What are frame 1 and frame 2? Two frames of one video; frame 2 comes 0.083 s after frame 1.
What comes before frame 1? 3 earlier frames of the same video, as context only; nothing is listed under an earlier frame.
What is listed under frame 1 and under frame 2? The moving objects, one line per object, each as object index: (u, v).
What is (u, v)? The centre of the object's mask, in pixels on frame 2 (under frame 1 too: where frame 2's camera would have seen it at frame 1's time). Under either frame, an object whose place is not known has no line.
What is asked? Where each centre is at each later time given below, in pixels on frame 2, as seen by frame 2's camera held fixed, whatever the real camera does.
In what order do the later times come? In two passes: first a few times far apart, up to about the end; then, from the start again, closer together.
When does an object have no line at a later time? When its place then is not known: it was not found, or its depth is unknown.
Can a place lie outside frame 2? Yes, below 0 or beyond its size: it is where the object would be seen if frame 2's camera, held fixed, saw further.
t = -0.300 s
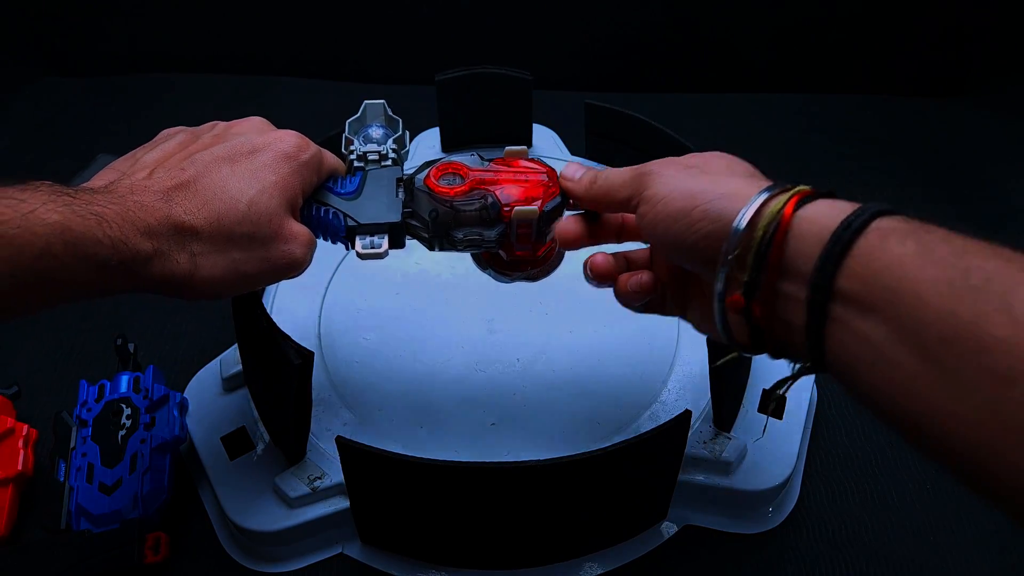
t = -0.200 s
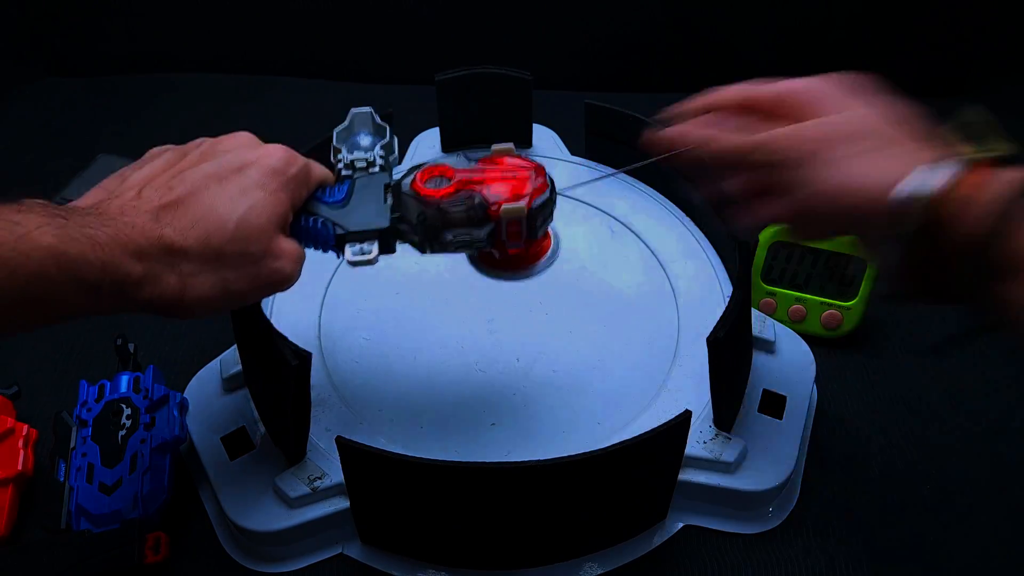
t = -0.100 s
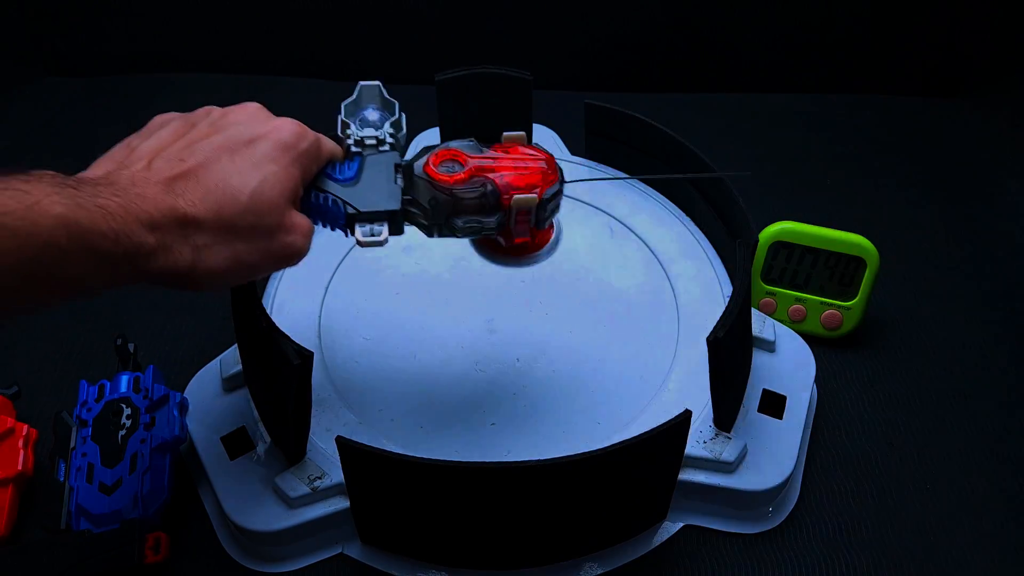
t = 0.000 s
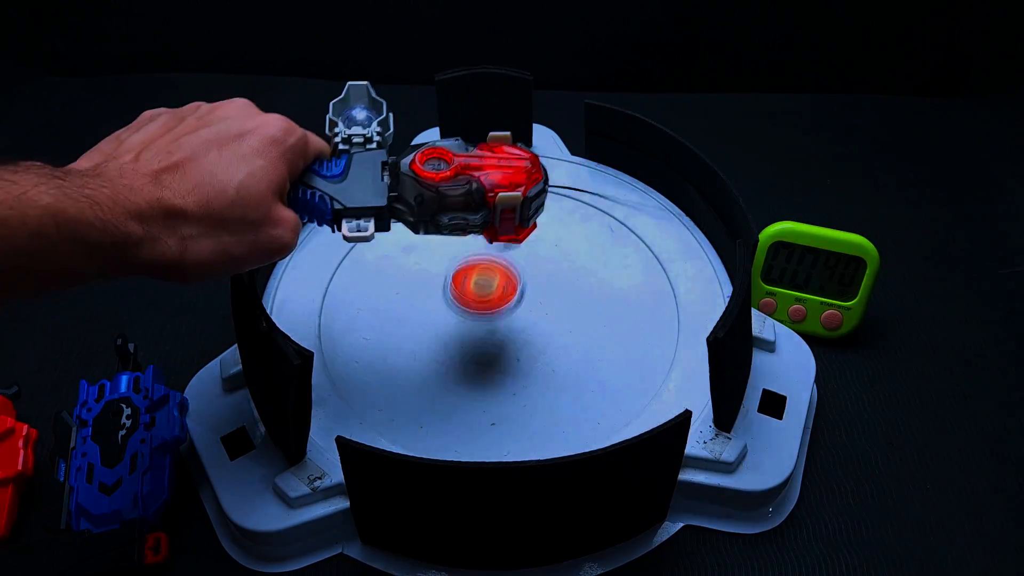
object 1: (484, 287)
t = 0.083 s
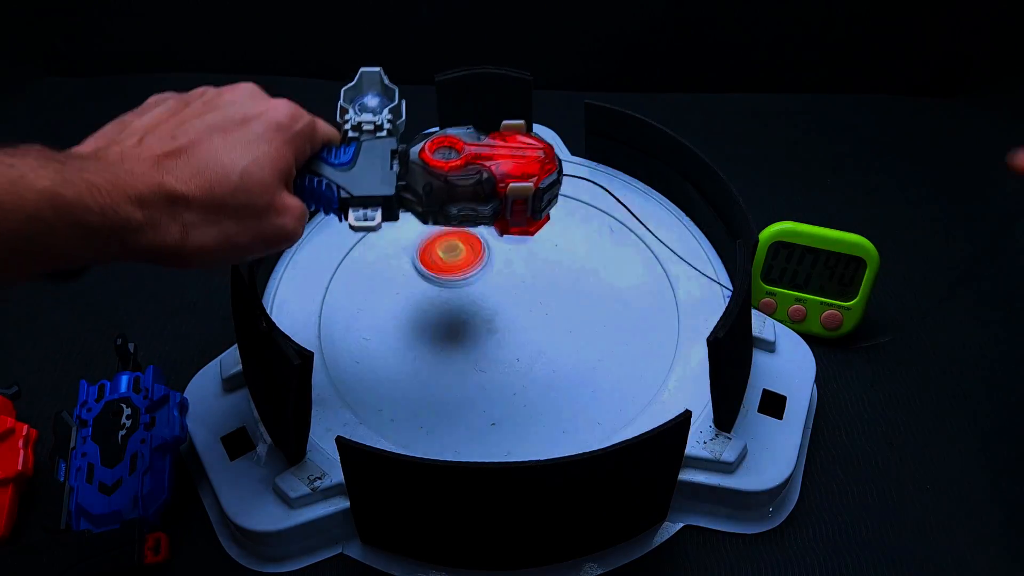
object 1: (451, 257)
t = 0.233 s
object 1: (417, 232)
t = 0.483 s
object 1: (465, 311)
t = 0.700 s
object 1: (533, 350)
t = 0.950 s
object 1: (538, 273)
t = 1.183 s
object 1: (449, 258)
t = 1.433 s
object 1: (445, 355)
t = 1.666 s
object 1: (587, 343)
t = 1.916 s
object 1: (508, 274)
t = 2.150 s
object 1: (405, 274)
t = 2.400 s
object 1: (490, 360)
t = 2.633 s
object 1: (605, 294)
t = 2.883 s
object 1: (491, 247)
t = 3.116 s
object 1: (414, 317)
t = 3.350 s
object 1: (528, 356)
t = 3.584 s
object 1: (554, 279)
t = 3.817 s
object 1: (459, 264)
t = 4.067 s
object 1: (452, 331)
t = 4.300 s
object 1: (547, 320)
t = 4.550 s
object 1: (513, 264)
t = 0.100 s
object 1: (444, 249)
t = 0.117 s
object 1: (438, 244)
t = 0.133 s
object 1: (433, 241)
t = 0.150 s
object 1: (427, 242)
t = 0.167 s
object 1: (423, 245)
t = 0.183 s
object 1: (420, 240)
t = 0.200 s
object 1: (418, 235)
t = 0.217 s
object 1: (417, 232)
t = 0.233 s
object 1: (417, 232)
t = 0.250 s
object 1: (415, 235)
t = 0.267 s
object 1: (415, 241)
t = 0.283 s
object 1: (415, 245)
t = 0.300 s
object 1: (418, 245)
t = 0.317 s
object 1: (421, 248)
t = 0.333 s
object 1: (423, 253)
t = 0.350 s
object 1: (426, 258)
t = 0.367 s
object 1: (430, 262)
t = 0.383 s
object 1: (434, 270)
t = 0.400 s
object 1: (438, 276)
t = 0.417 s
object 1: (442, 282)
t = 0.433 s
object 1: (447, 289)
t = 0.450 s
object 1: (453, 296)
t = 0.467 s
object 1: (459, 304)
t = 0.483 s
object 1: (465, 311)
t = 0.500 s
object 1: (471, 317)
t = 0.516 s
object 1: (478, 324)
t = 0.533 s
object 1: (485, 330)
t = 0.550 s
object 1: (490, 335)
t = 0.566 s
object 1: (497, 340)
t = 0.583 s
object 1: (502, 342)
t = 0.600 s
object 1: (508, 346)
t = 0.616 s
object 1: (512, 350)
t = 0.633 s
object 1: (516, 348)
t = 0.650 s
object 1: (520, 348)
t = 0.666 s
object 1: (525, 351)
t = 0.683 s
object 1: (528, 352)
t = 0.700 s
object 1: (533, 350)
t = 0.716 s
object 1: (537, 350)
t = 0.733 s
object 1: (541, 345)
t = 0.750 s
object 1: (544, 341)
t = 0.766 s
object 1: (546, 339)
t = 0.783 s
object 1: (549, 335)
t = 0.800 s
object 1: (552, 330)
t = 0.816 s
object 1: (554, 325)
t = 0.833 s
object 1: (555, 318)
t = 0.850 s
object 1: (554, 312)
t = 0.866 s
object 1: (554, 304)
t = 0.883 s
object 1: (552, 298)
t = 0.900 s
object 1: (550, 290)
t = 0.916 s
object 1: (547, 285)
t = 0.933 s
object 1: (543, 279)
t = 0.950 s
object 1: (538, 273)
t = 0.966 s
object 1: (533, 268)
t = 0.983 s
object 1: (526, 264)
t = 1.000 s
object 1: (522, 259)
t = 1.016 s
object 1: (516, 256)
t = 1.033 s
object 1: (510, 253)
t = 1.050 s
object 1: (504, 252)
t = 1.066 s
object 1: (497, 250)
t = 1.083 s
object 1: (490, 248)
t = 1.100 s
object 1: (483, 249)
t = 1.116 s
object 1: (476, 248)
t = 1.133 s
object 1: (469, 250)
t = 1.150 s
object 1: (462, 251)
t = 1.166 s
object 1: (456, 254)
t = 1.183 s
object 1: (449, 258)
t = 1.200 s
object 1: (443, 261)
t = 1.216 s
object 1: (437, 266)
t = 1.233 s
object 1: (431, 271)
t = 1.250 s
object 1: (428, 275)
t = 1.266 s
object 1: (424, 282)
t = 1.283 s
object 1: (422, 288)
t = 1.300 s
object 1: (420, 296)
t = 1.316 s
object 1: (420, 303)
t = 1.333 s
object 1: (420, 310)
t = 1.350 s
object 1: (422, 319)
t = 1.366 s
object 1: (424, 326)
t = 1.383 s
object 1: (428, 333)
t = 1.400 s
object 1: (433, 342)
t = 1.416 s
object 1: (439, 348)
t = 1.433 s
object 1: (445, 355)
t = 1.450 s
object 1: (454, 362)
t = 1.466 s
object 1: (462, 366)
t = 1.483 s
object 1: (473, 370)
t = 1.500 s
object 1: (484, 374)
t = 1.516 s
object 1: (495, 374)
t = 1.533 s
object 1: (506, 376)
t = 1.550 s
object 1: (518, 377)
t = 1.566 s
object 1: (530, 375)
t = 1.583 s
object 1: (542, 371)
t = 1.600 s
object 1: (553, 369)
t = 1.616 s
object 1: (564, 361)
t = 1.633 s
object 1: (574, 356)
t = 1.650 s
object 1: (582, 352)
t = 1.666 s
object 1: (587, 343)
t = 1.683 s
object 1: (590, 336)
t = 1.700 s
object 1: (594, 332)
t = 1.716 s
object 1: (597, 328)
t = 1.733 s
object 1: (596, 320)
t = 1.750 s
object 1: (595, 316)
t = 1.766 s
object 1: (592, 313)
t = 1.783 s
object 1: (585, 304)
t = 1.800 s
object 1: (578, 299)
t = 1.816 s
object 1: (570, 296)
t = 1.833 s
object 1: (563, 292)
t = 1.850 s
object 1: (552, 286)
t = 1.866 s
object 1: (541, 284)
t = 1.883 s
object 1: (531, 281)
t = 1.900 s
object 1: (518, 278)
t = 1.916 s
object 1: (508, 274)
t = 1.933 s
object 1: (498, 271)
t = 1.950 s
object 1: (487, 267)
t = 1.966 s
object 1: (475, 265)
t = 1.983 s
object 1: (466, 263)
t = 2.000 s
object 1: (457, 261)
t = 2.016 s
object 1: (448, 260)
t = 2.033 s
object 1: (440, 259)
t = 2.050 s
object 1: (433, 260)
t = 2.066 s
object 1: (426, 261)
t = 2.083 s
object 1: (420, 262)
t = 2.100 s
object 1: (415, 264)
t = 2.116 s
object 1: (410, 267)
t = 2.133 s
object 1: (407, 271)
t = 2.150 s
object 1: (405, 274)
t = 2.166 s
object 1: (403, 281)
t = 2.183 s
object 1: (402, 285)
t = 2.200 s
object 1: (402, 292)
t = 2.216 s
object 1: (403, 299)
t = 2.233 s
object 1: (405, 306)
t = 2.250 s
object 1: (409, 313)
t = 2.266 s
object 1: (412, 322)
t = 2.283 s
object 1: (418, 328)
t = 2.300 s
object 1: (424, 336)
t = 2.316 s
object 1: (432, 341)
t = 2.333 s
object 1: (442, 347)
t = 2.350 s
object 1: (451, 352)
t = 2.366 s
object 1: (463, 355)
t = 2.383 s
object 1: (477, 359)
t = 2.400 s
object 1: (490, 360)
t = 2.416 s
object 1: (503, 362)
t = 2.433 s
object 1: (516, 361)
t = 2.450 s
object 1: (531, 361)
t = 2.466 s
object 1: (544, 358)
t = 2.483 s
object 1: (556, 354)
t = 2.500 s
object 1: (567, 350)
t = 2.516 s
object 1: (577, 344)
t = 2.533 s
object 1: (586, 338)
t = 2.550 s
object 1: (593, 330)
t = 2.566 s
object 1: (599, 323)
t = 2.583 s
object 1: (602, 315)
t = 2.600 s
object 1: (605, 309)
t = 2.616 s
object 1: (605, 300)
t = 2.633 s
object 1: (605, 294)
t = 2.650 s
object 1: (603, 289)
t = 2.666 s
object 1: (599, 281)
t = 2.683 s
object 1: (595, 274)
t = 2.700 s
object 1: (589, 269)
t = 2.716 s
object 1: (583, 265)
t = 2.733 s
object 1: (575, 259)
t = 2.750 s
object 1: (566, 256)
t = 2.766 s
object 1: (556, 253)
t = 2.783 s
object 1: (547, 250)
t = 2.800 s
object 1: (538, 248)
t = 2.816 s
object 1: (529, 246)
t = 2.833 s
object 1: (519, 246)
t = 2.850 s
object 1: (509, 245)
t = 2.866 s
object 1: (500, 246)
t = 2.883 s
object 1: (491, 247)
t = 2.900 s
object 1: (482, 248)
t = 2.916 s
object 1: (473, 251)
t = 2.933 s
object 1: (465, 253)
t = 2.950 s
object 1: (456, 258)
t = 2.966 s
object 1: (449, 262)
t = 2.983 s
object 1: (439, 267)
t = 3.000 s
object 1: (433, 272)
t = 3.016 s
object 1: (428, 279)
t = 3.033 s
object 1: (423, 284)
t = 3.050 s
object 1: (419, 292)
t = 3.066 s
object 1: (416, 298)
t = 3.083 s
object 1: (414, 304)
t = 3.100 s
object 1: (414, 311)
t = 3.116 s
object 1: (414, 317)
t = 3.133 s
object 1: (416, 325)
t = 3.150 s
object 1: (420, 330)
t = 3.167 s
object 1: (424, 336)
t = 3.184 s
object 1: (430, 342)
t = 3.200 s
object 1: (437, 349)
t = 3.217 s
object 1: (445, 352)
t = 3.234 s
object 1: (454, 357)
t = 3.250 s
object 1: (464, 361)
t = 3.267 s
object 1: (475, 361)
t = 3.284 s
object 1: (485, 362)
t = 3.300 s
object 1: (497, 363)
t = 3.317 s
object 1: (508, 361)
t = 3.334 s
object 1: (517, 359)
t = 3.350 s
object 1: (528, 356)
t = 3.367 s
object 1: (538, 352)
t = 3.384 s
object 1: (546, 346)
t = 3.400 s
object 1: (555, 341)
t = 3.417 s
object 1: (560, 336)
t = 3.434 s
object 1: (564, 330)
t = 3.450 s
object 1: (568, 325)
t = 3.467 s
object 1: (570, 319)
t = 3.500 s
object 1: (571, 307)
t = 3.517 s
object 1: (569, 301)
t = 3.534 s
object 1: (567, 295)
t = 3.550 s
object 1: (563, 289)
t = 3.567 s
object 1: (559, 284)
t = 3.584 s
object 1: (554, 279)
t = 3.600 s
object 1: (548, 274)
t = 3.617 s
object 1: (543, 269)
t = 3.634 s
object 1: (535, 265)
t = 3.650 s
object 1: (528, 262)
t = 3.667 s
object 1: (522, 259)
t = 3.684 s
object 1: (514, 257)
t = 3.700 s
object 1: (506, 256)
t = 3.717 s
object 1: (498, 255)
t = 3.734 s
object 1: (490, 254)
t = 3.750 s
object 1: (484, 255)
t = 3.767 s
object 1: (478, 256)
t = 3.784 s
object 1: (471, 258)
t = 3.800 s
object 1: (465, 261)
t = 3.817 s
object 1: (459, 264)
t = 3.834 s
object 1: (452, 268)
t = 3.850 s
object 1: (445, 273)
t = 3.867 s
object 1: (440, 277)
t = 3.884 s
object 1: (435, 282)
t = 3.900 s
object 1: (432, 286)
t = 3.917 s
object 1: (429, 291)
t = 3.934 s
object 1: (428, 296)
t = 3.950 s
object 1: (428, 301)
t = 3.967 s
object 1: (428, 306)
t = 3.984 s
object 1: (430, 310)
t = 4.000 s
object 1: (433, 316)
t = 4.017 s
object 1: (437, 320)
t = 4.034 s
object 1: (441, 325)
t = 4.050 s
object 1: (447, 329)
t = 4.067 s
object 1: (452, 331)
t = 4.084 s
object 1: (458, 333)
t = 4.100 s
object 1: (465, 336)
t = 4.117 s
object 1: (473, 339)
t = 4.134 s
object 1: (480, 341)
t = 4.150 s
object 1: (489, 343)
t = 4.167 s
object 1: (498, 343)
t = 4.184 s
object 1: (505, 342)
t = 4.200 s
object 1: (512, 340)
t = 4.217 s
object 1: (520, 339)
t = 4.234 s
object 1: (527, 337)
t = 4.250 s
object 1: (533, 334)
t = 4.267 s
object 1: (538, 330)
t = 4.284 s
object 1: (542, 325)
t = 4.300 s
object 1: (547, 320)
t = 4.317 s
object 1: (549, 315)
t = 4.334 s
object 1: (551, 309)
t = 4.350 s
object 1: (552, 303)
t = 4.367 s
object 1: (552, 298)
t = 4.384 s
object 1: (552, 293)
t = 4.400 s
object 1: (550, 288)
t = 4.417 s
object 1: (547, 284)
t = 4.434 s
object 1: (544, 280)
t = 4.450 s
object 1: (540, 276)
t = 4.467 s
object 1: (536, 272)
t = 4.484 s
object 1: (533, 270)
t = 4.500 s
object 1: (528, 268)
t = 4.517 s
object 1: (524, 266)
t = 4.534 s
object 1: (518, 265)
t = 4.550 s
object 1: (513, 264)
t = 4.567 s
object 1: (507, 265)
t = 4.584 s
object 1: (503, 266)
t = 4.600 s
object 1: (497, 266)
